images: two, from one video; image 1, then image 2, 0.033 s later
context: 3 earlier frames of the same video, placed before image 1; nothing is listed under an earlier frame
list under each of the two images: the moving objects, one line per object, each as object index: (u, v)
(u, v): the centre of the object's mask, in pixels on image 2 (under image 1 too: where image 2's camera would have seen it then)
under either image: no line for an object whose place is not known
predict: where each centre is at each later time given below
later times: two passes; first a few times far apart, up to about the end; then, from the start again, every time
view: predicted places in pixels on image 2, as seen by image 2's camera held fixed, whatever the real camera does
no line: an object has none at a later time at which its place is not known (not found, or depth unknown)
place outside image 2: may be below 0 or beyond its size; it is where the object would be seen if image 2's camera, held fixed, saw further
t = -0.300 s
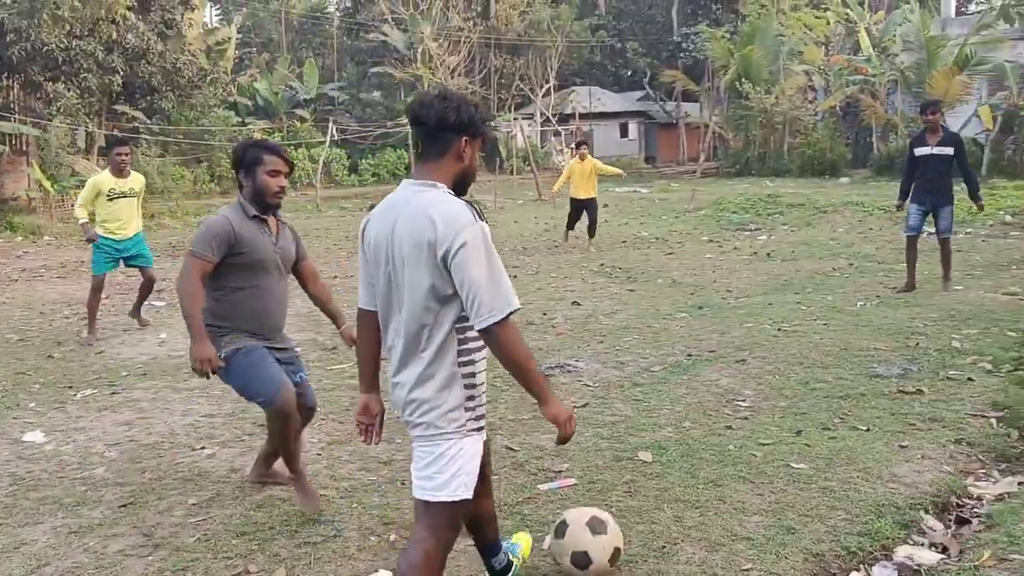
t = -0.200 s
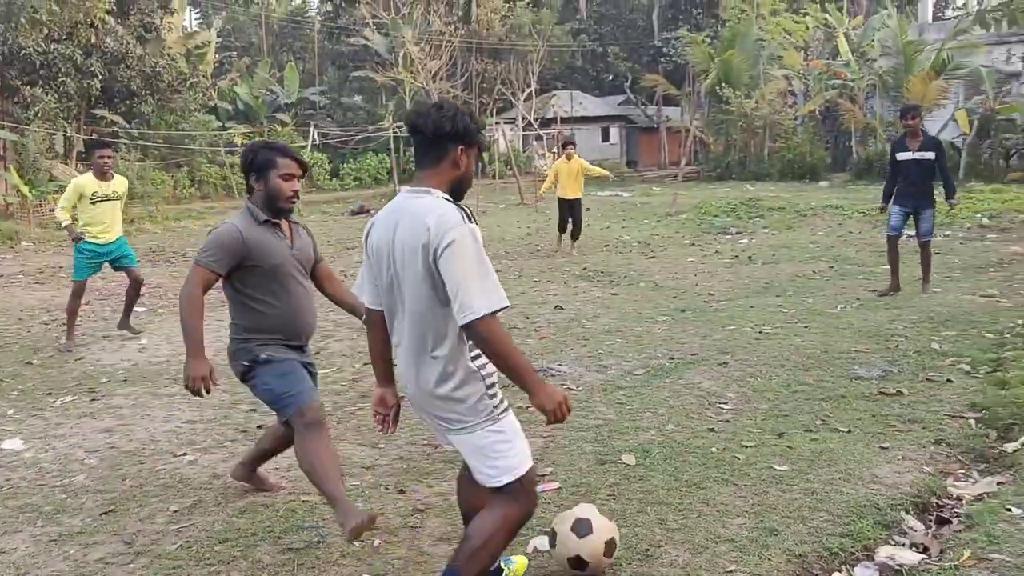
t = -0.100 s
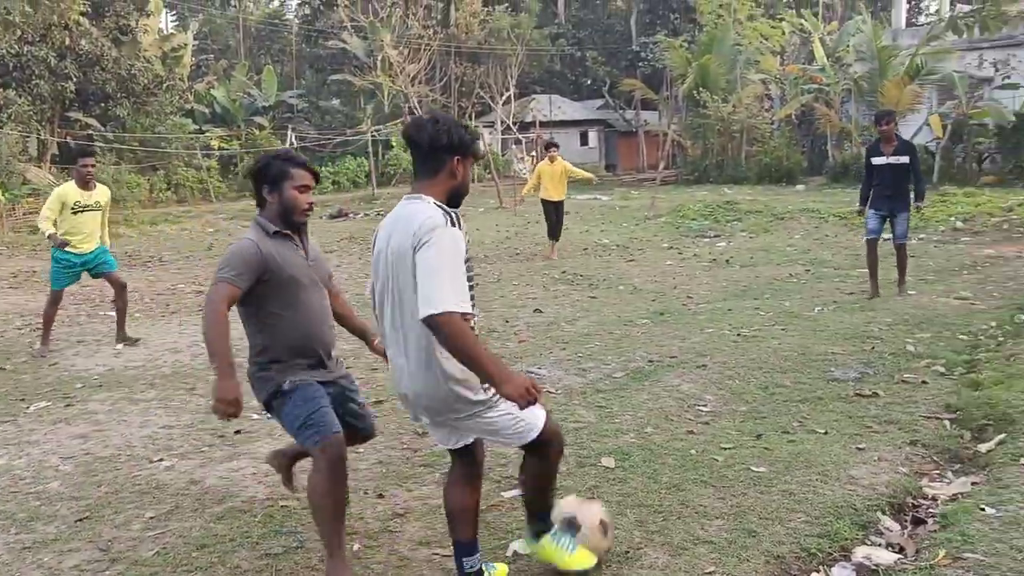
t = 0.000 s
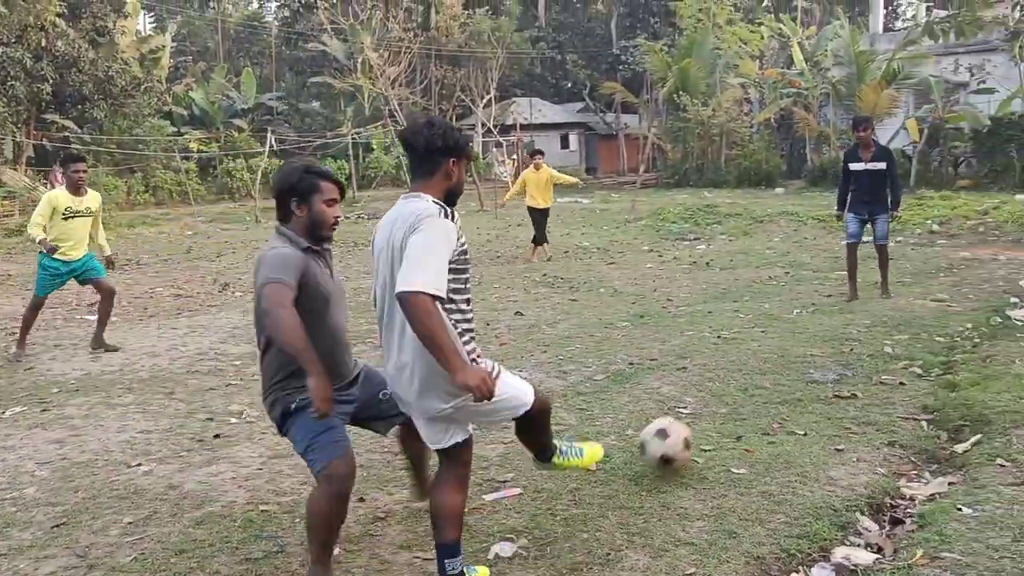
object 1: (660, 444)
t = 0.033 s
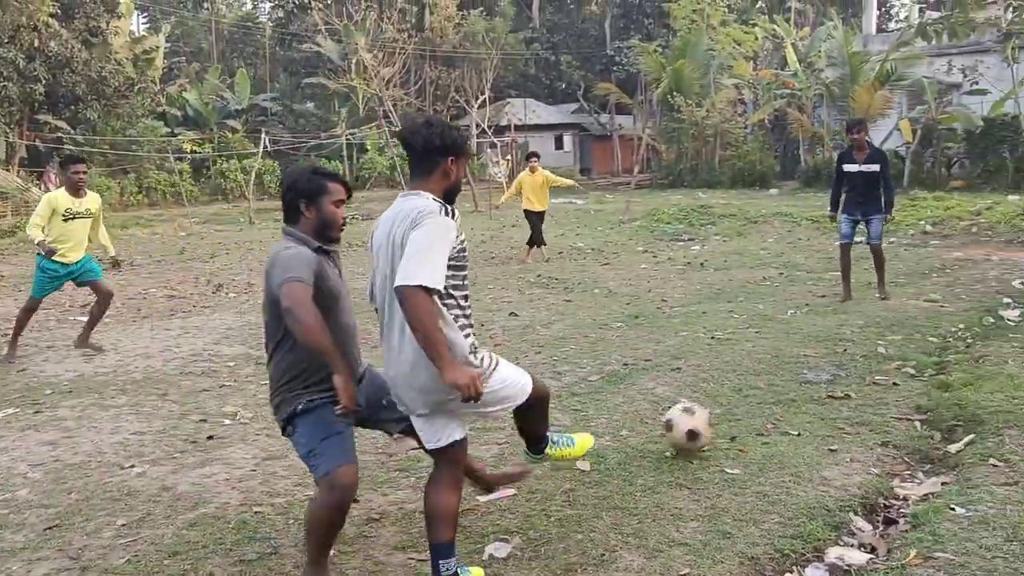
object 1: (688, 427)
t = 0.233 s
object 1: (779, 348)
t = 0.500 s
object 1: (833, 304)
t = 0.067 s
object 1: (711, 414)
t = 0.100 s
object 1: (731, 404)
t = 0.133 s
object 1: (748, 396)
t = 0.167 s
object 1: (760, 377)
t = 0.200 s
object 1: (770, 360)
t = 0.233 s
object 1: (779, 348)
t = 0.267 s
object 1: (789, 339)
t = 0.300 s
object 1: (797, 331)
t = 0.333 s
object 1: (805, 327)
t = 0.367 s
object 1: (812, 323)
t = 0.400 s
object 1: (818, 322)
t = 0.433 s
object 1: (823, 316)
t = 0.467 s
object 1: (829, 309)
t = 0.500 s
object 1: (833, 304)
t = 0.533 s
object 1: (838, 301)
